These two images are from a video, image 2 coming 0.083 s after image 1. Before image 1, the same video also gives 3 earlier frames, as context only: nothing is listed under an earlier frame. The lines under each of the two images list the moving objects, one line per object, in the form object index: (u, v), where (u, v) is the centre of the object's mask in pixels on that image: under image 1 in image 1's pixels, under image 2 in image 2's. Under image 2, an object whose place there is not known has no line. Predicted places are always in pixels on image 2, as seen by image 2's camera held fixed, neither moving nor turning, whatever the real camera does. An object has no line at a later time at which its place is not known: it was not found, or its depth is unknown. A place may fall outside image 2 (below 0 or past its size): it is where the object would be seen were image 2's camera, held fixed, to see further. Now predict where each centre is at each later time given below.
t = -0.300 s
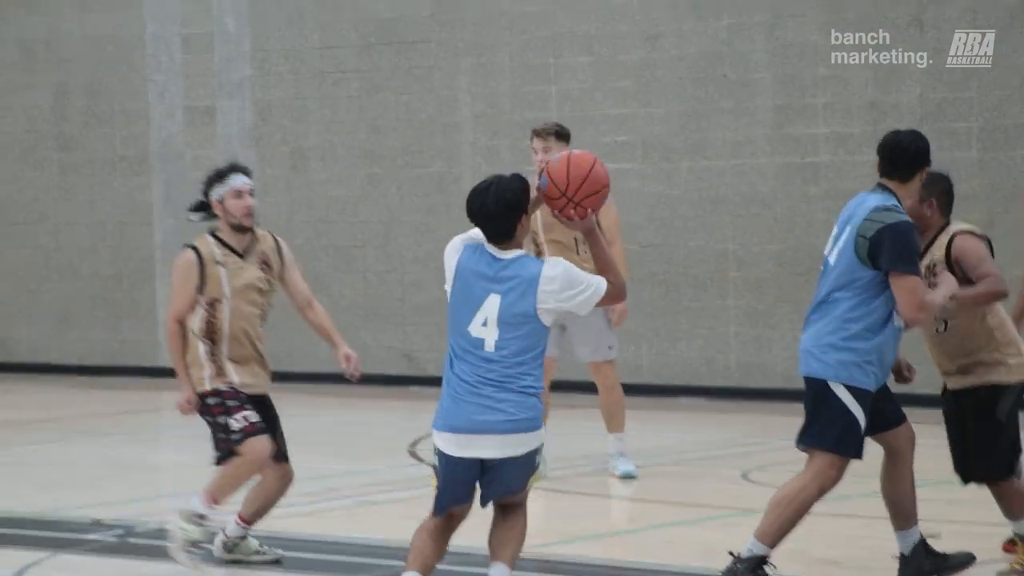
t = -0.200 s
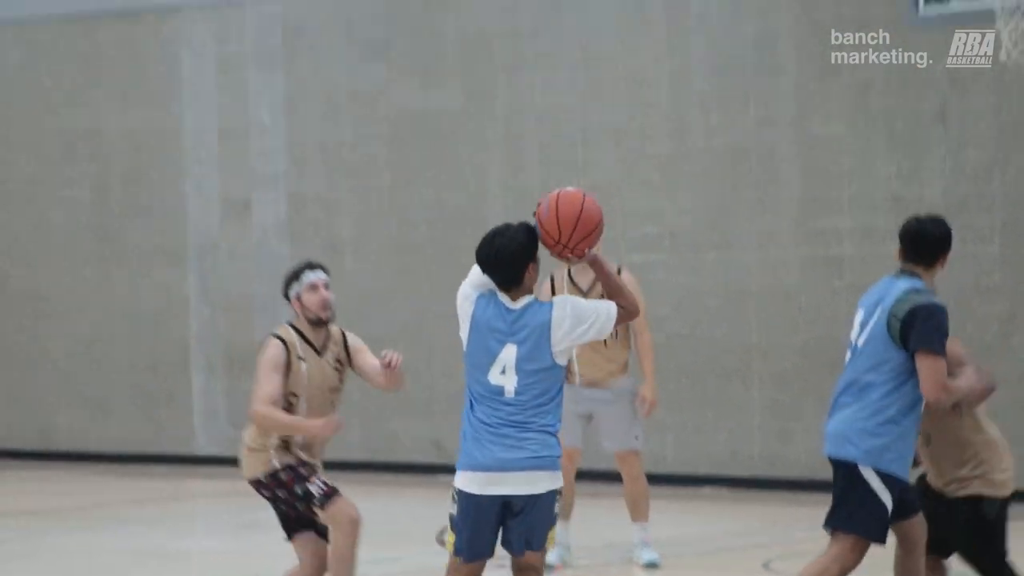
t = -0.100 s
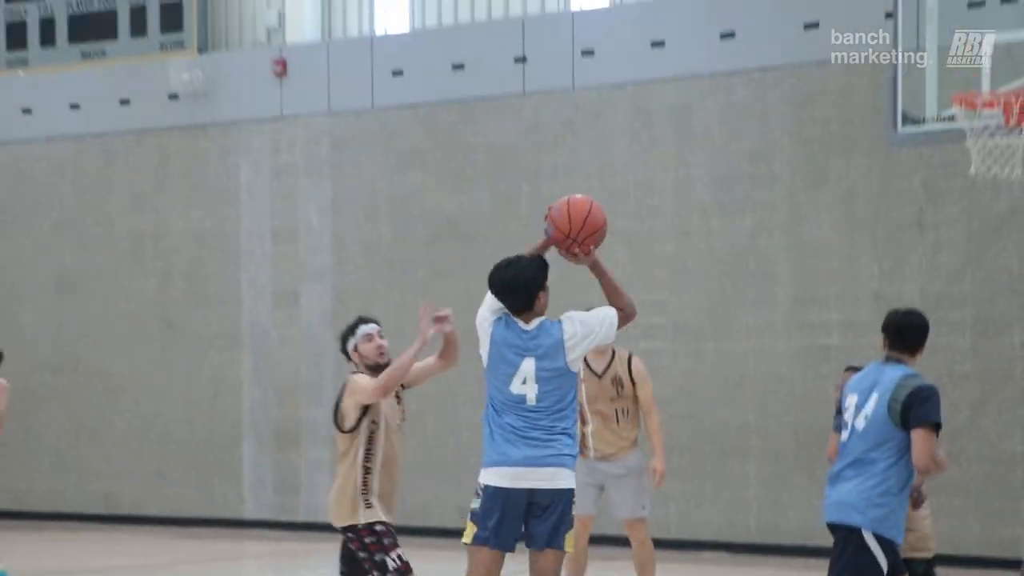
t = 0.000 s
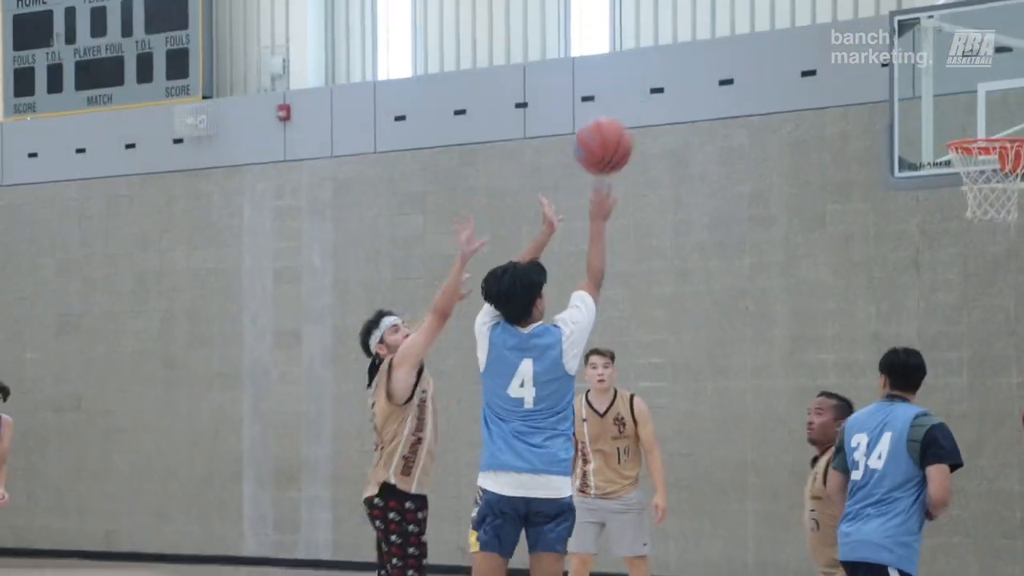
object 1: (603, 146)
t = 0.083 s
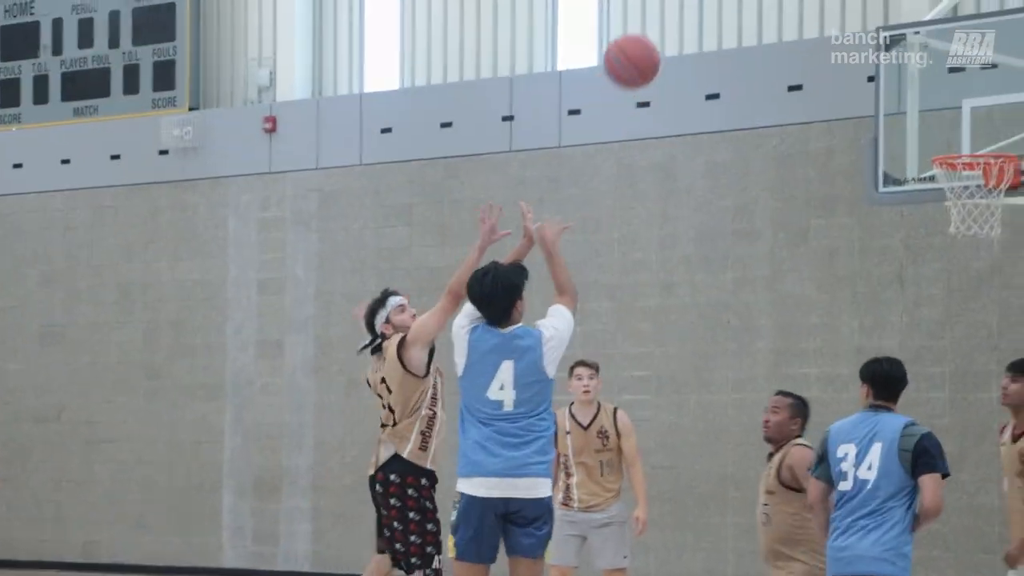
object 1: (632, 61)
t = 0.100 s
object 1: (641, 43)
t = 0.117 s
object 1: (649, 27)
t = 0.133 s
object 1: (658, 12)
